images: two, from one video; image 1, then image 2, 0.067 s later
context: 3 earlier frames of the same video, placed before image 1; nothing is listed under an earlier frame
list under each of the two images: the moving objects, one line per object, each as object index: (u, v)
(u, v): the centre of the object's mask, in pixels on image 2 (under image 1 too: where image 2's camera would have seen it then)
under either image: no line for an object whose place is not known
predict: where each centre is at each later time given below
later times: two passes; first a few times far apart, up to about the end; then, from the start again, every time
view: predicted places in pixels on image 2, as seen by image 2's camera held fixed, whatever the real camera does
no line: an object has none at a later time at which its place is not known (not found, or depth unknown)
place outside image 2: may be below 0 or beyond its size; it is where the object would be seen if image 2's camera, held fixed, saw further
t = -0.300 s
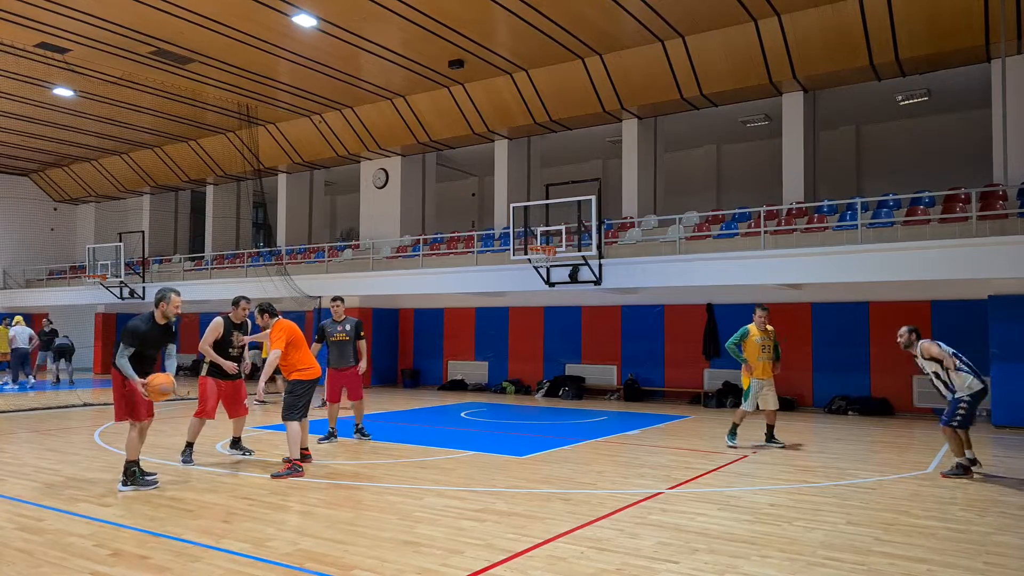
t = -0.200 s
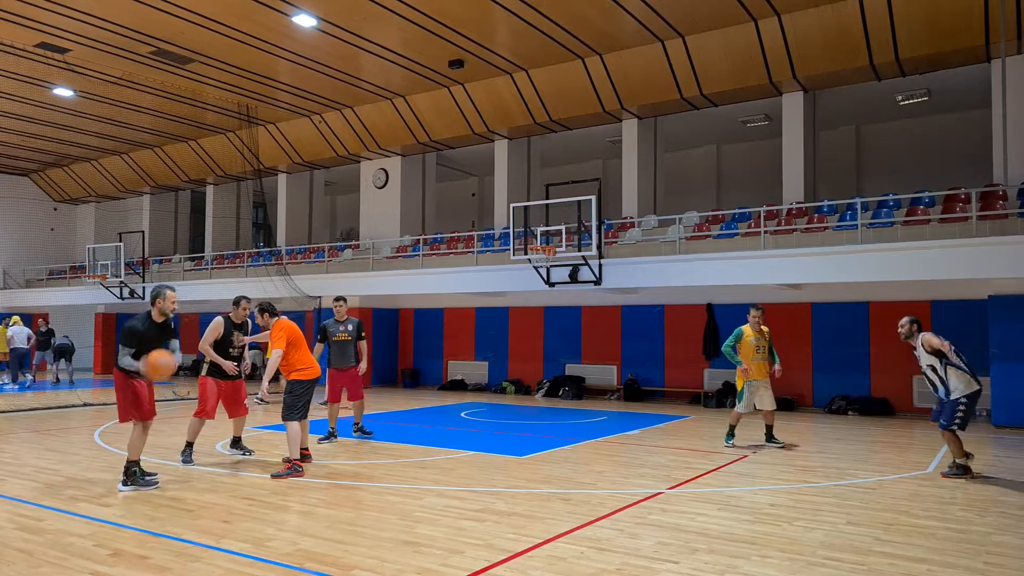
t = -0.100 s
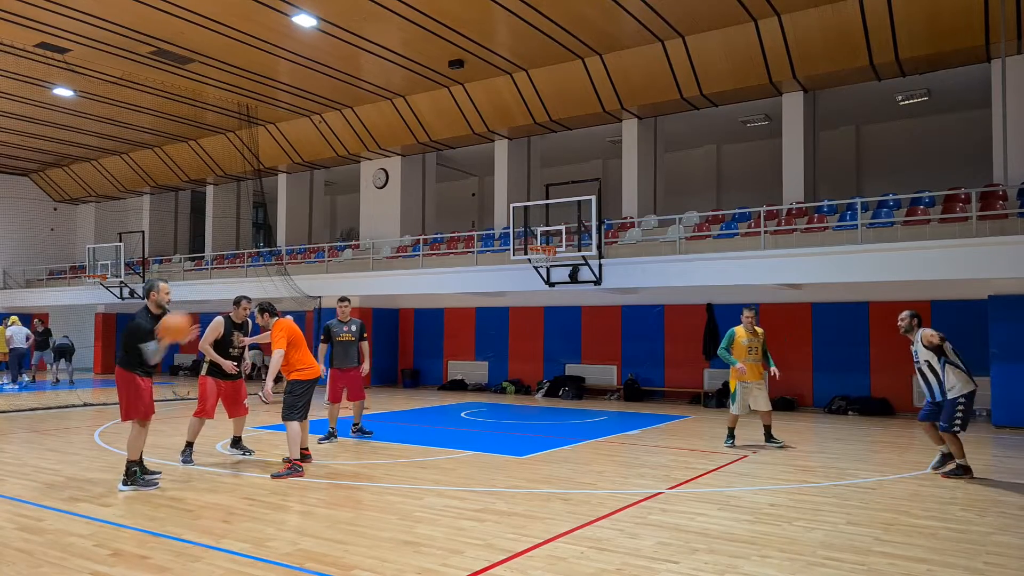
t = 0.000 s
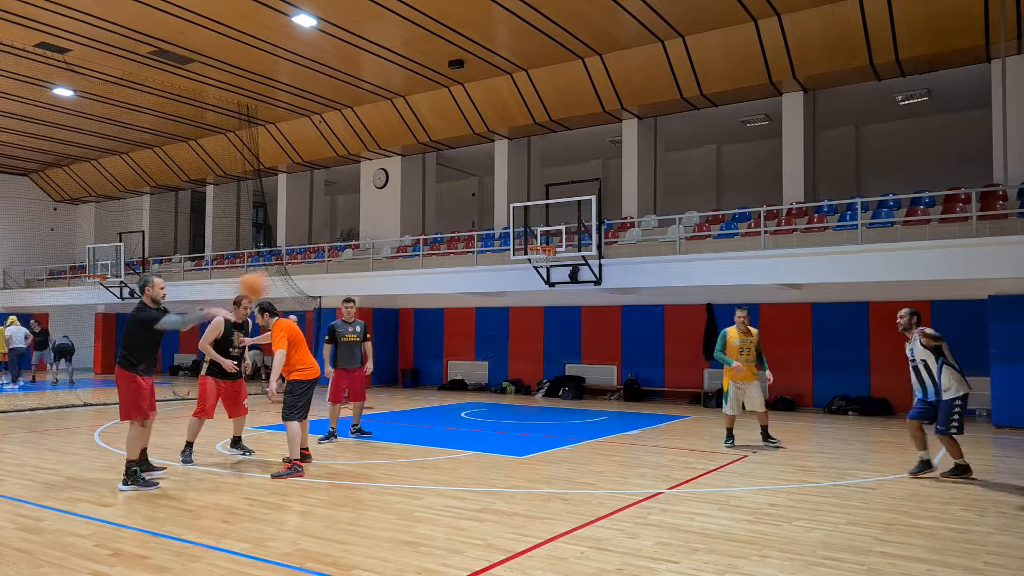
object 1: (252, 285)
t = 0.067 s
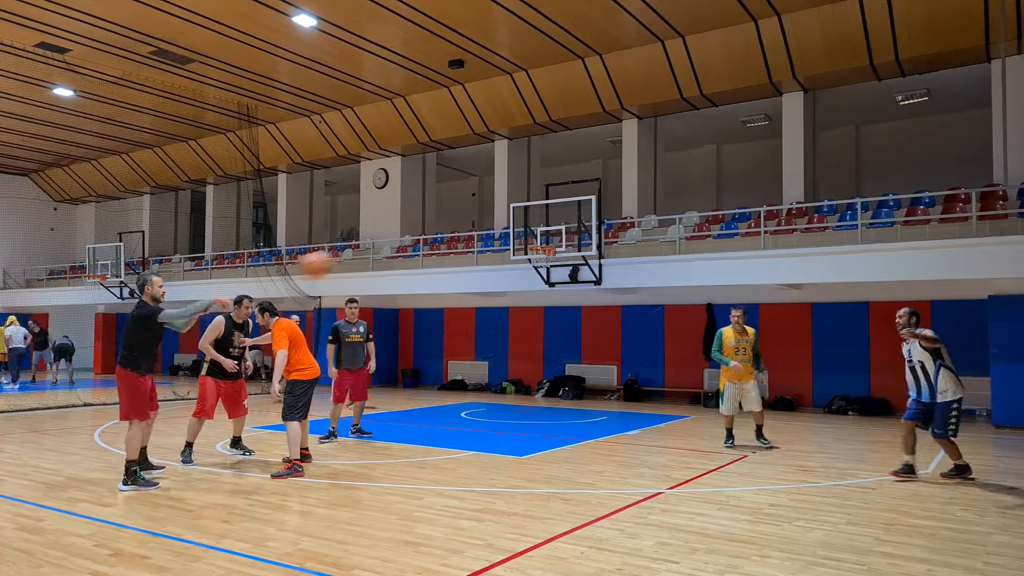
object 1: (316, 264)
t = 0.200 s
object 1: (434, 240)
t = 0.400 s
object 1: (598, 239)
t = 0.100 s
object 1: (346, 257)
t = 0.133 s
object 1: (376, 250)
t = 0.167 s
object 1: (405, 244)
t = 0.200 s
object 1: (434, 240)
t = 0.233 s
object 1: (462, 236)
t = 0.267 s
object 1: (489, 235)
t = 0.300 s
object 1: (518, 234)
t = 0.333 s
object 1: (543, 235)
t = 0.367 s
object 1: (570, 236)
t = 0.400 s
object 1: (598, 239)
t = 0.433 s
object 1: (623, 243)
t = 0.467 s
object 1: (649, 247)
